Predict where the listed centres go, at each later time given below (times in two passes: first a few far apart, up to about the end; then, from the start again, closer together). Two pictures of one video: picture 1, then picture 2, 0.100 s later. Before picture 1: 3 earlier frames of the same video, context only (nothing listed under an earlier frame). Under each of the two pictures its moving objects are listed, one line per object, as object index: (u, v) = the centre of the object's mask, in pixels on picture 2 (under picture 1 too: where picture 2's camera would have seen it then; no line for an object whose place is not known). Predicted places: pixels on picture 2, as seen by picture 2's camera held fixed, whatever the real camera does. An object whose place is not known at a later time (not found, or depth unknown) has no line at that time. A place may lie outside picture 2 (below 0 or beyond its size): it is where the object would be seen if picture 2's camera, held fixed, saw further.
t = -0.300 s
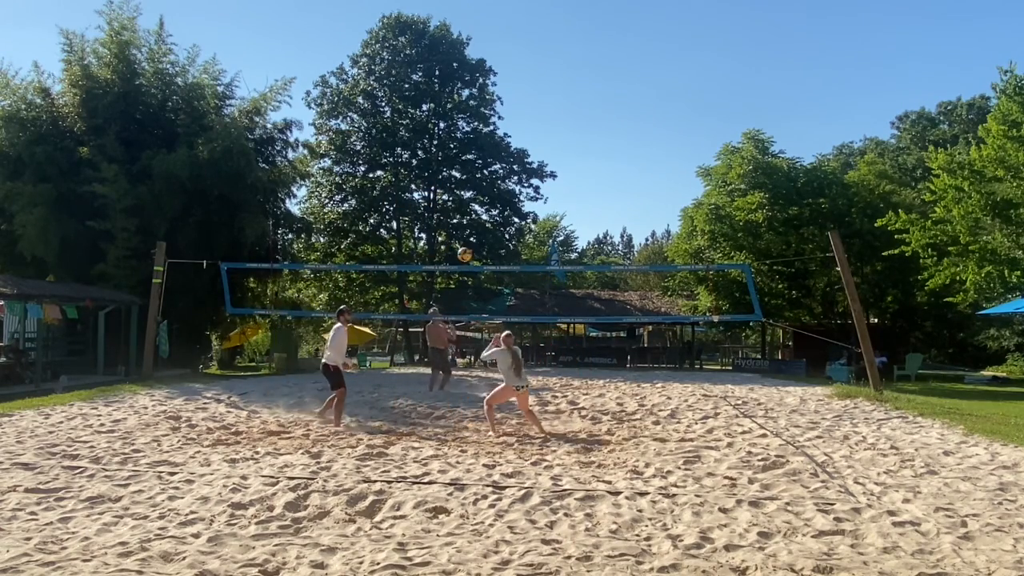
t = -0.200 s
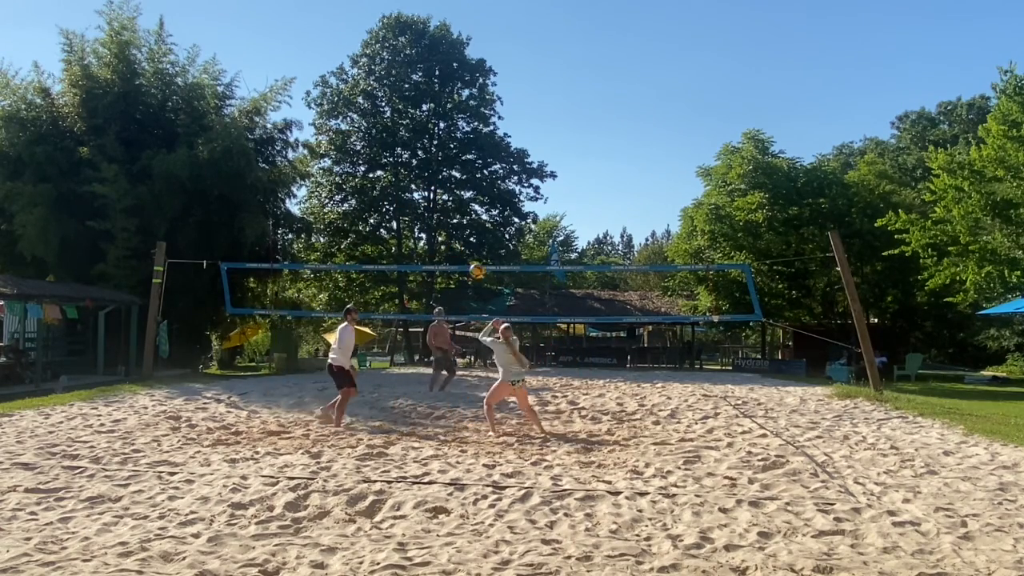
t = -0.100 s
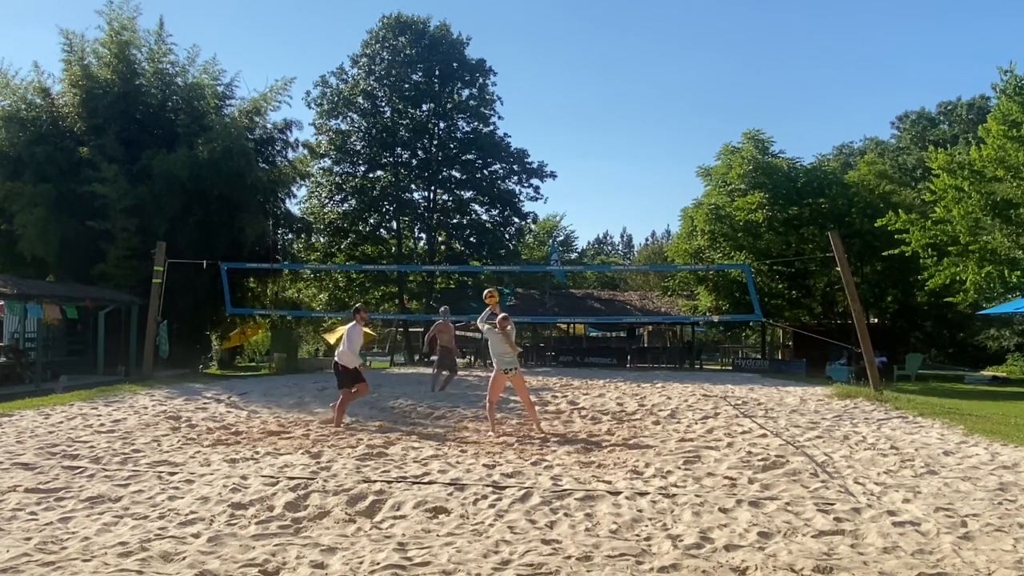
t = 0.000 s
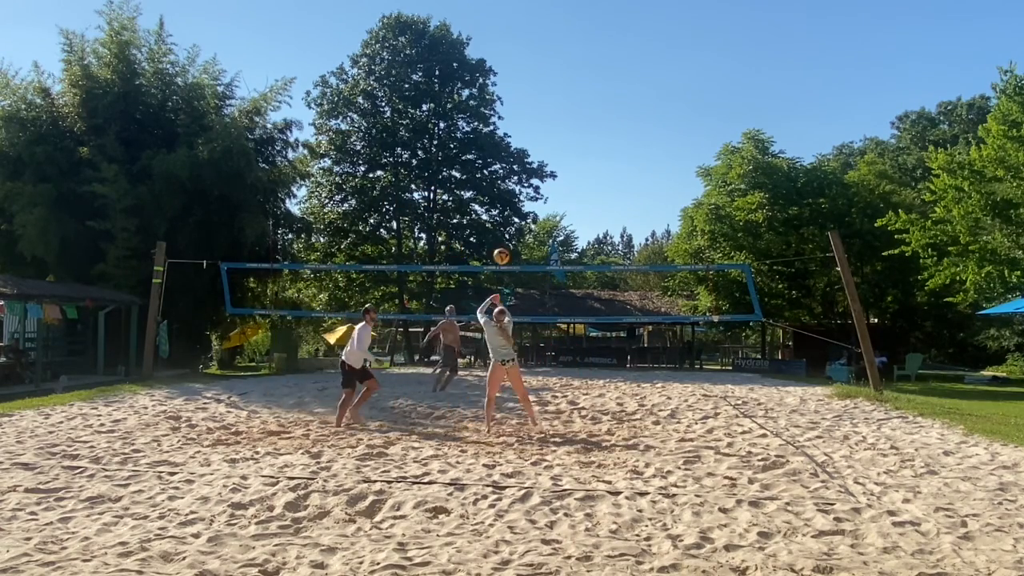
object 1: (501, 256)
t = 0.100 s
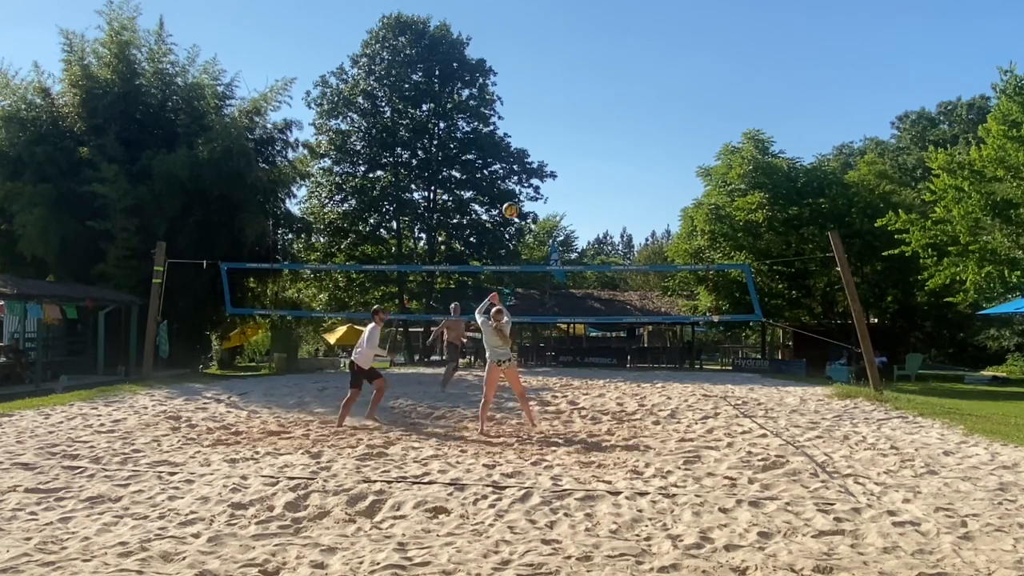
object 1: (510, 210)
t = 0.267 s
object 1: (526, 149)
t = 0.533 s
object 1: (550, 92)
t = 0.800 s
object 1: (574, 87)
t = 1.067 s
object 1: (598, 134)
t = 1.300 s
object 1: (618, 220)
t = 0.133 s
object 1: (514, 197)
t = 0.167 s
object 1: (517, 183)
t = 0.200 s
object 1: (520, 171)
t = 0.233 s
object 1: (523, 159)
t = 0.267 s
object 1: (526, 149)
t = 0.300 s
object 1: (529, 139)
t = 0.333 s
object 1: (532, 130)
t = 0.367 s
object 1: (535, 122)
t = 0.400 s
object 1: (538, 114)
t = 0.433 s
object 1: (541, 108)
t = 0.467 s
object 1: (544, 102)
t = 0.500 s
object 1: (547, 97)
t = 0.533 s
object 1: (550, 92)
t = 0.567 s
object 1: (553, 89)
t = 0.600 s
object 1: (556, 86)
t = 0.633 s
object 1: (559, 84)
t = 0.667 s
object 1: (562, 83)
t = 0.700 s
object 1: (565, 83)
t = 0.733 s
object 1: (568, 84)
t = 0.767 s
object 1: (572, 85)
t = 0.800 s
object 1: (574, 87)
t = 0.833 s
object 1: (577, 90)
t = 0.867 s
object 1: (580, 94)
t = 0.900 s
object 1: (583, 98)
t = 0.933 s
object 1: (586, 104)
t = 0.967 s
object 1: (589, 110)
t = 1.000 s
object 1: (592, 117)
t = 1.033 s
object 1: (595, 125)
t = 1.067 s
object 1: (598, 134)
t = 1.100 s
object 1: (601, 144)
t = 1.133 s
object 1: (604, 154)
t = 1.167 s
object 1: (607, 166)
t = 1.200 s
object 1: (609, 178)
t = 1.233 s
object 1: (612, 191)
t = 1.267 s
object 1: (615, 205)
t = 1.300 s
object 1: (618, 220)
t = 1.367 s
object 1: (622, 252)
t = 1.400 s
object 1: (625, 269)
